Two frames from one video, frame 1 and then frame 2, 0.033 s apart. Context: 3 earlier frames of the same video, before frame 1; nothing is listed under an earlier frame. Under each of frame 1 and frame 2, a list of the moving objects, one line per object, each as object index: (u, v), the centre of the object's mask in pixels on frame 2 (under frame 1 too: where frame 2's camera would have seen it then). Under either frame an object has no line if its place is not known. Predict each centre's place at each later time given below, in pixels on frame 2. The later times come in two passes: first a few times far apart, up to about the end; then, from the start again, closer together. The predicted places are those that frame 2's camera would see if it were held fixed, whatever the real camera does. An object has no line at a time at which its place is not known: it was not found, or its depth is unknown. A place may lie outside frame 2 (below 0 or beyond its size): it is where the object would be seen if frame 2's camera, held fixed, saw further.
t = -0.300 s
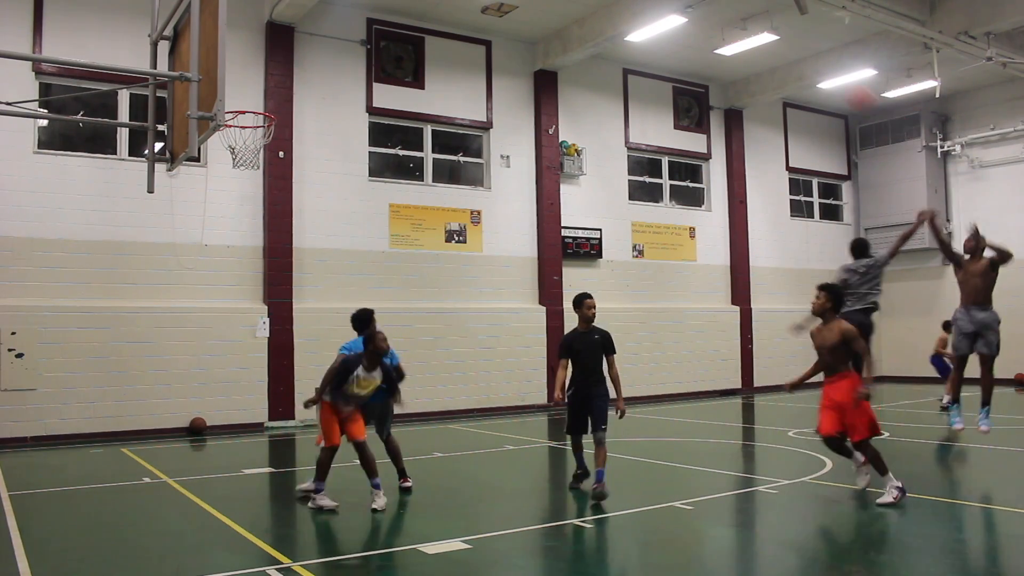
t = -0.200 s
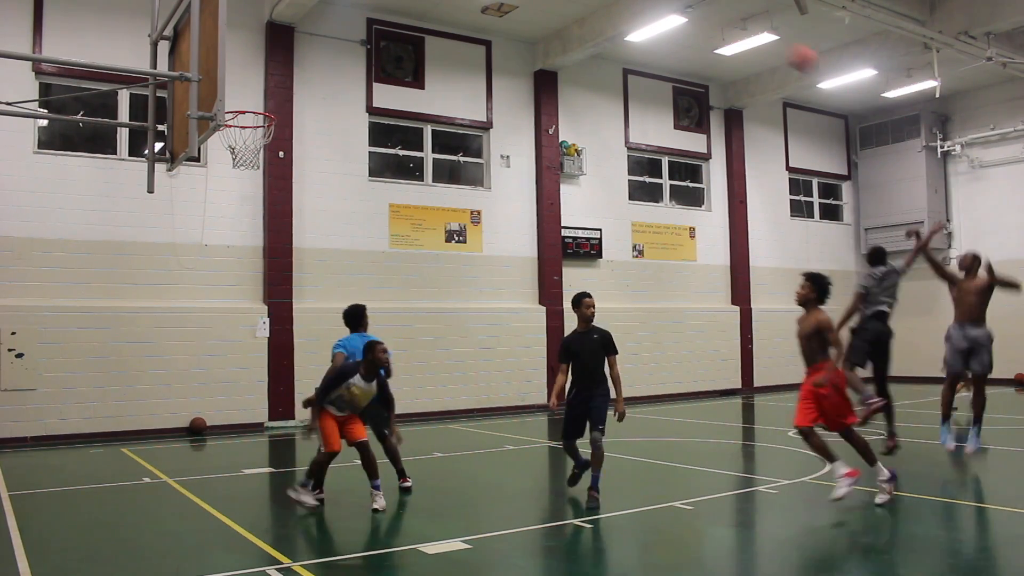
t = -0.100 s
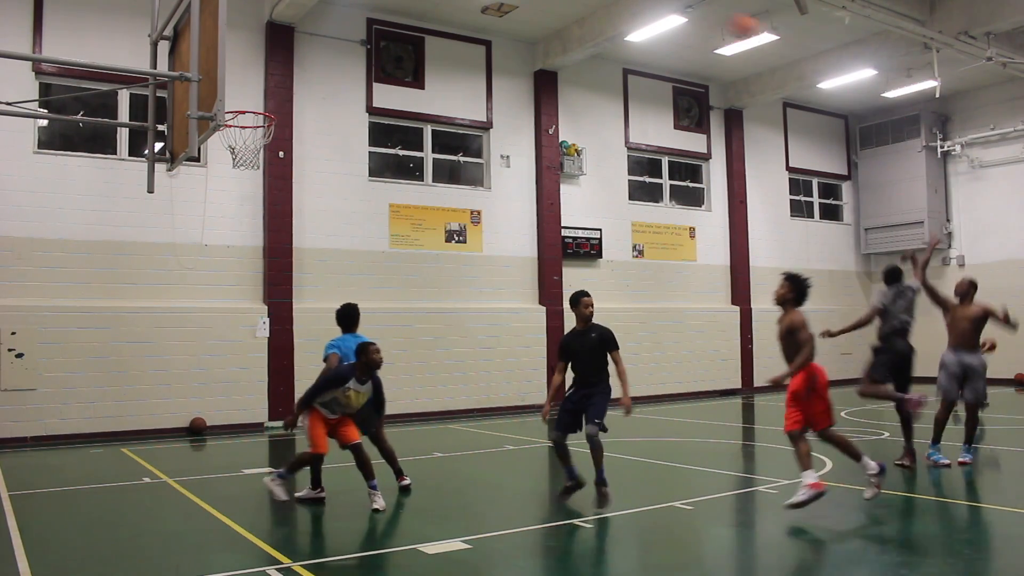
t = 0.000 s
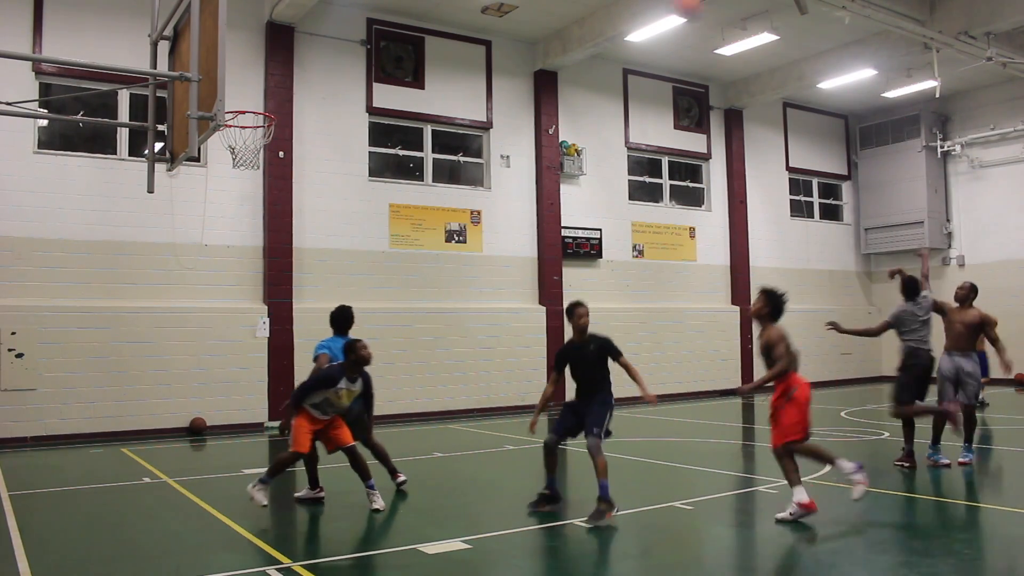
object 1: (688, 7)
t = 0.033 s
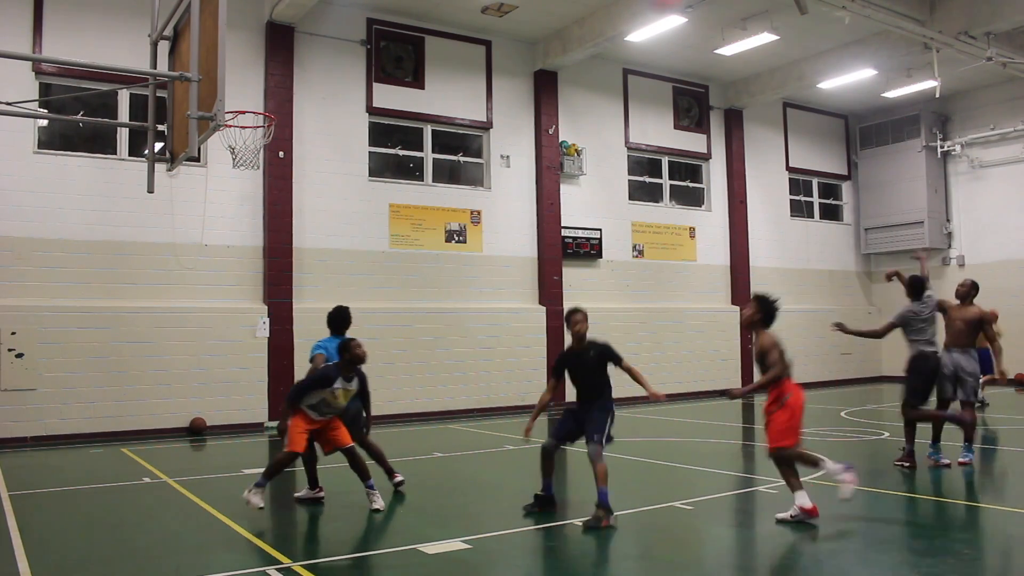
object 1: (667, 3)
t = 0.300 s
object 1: (500, 9)
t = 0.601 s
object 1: (302, 107)
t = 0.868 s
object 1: (404, 248)
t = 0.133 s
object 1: (604, 4)
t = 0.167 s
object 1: (583, 4)
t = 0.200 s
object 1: (563, 4)
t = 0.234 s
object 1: (542, 5)
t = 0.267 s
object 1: (521, 7)
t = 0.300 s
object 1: (500, 9)
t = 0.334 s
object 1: (479, 12)
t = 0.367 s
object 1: (459, 18)
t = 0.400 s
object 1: (436, 26)
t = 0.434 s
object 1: (414, 36)
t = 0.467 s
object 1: (393, 48)
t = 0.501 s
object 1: (373, 58)
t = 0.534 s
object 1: (349, 74)
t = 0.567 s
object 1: (327, 90)
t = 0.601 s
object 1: (302, 107)
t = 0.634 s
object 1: (286, 123)
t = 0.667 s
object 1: (305, 140)
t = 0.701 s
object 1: (322, 156)
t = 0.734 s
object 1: (339, 173)
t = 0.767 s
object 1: (357, 190)
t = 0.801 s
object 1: (373, 208)
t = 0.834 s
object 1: (389, 227)
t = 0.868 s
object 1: (404, 248)
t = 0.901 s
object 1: (419, 269)
